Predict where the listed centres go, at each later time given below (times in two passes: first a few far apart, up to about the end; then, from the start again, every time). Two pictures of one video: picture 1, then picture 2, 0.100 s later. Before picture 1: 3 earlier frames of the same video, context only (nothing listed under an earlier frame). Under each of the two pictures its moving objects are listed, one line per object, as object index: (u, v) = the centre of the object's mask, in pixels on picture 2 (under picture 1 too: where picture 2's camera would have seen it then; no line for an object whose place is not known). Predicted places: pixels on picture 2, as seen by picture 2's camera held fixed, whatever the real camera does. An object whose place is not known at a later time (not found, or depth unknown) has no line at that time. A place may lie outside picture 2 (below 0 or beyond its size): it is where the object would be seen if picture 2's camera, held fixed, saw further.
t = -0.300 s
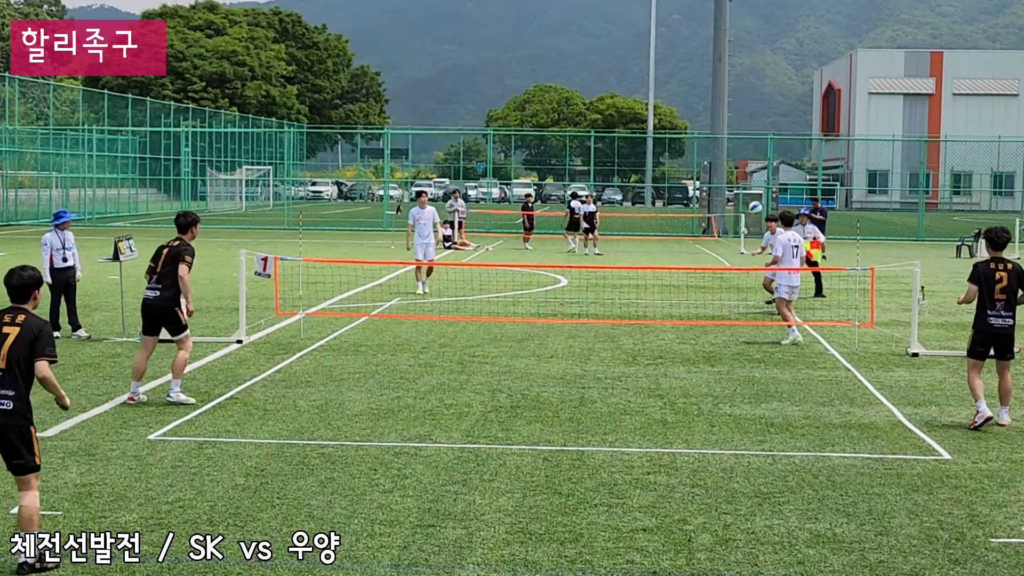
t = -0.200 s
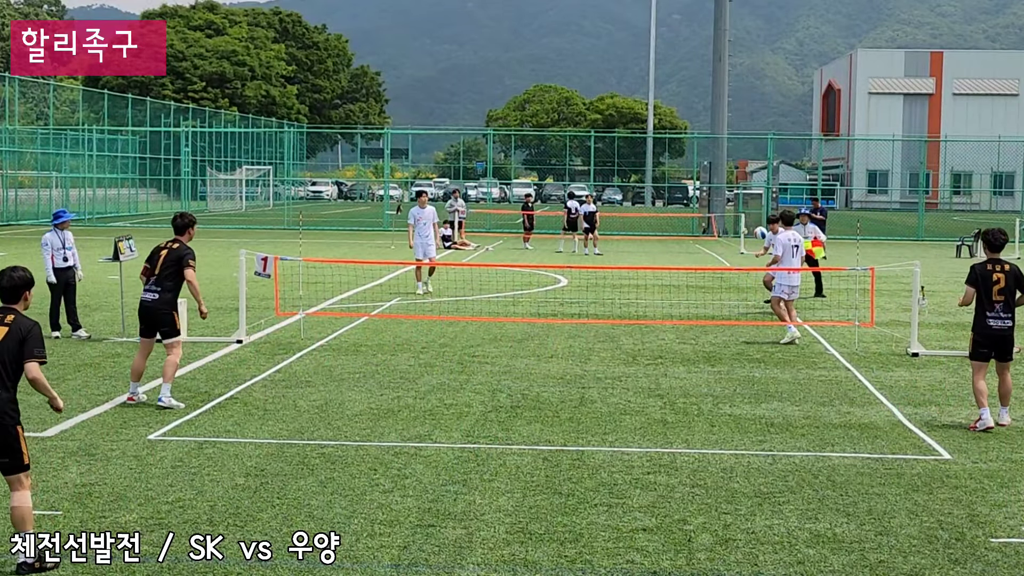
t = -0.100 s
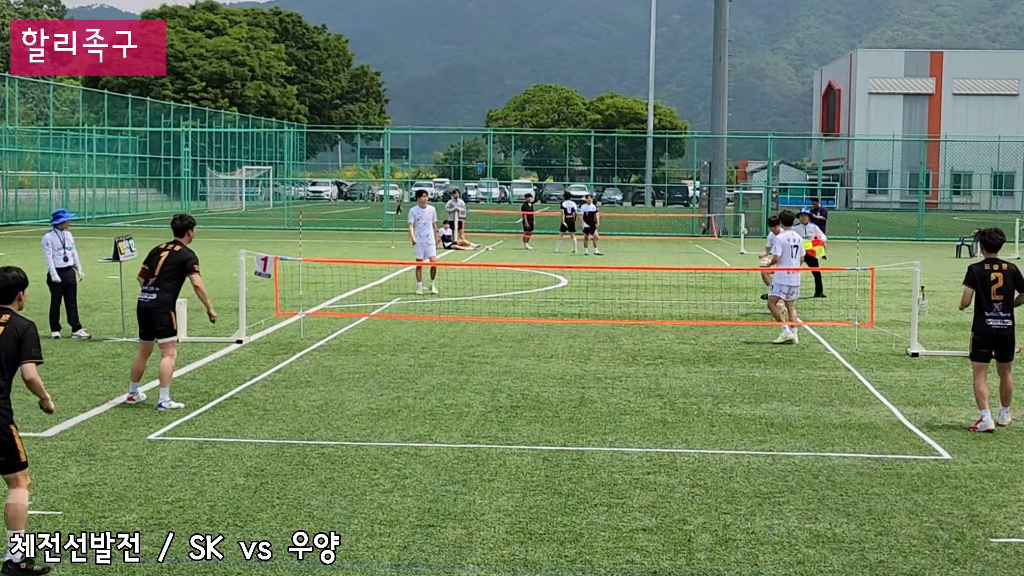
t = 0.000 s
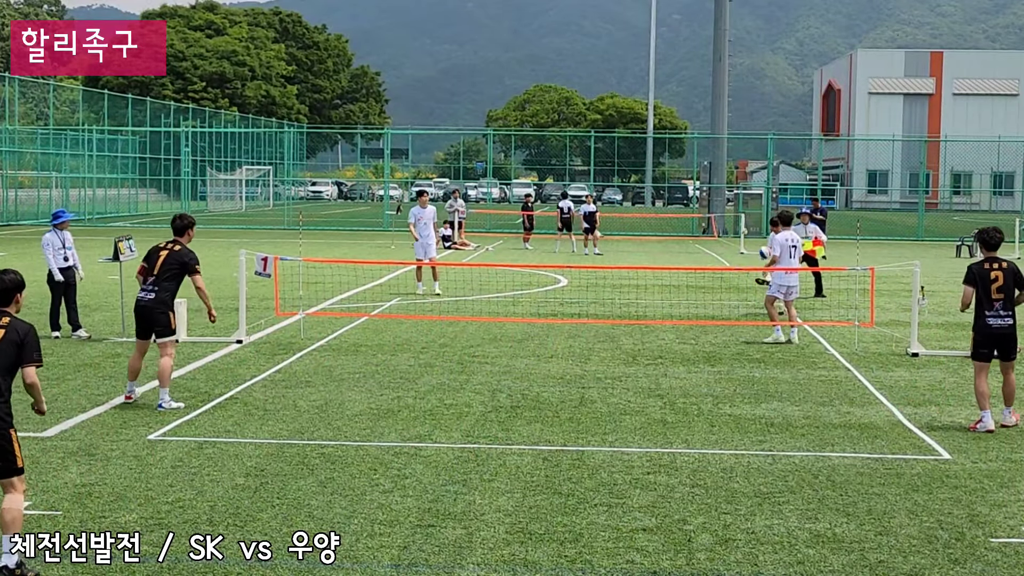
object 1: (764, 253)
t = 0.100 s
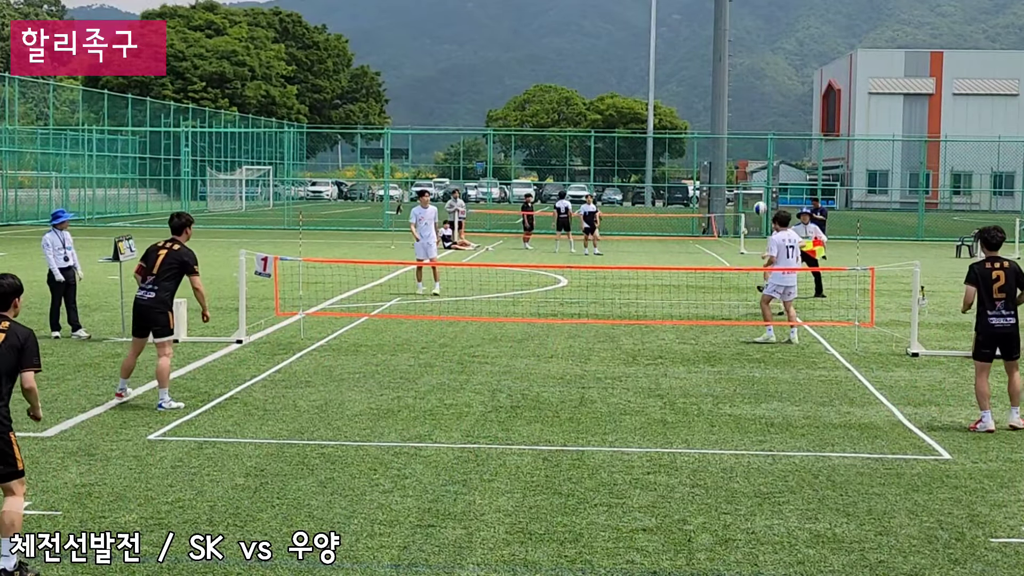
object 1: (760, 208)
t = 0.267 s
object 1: (751, 145)
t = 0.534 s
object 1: (734, 81)
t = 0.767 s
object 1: (717, 64)
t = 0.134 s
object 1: (758, 194)
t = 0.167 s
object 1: (757, 181)
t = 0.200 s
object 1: (754, 168)
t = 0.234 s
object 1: (753, 156)
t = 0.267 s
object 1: (751, 145)
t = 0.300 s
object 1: (749, 135)
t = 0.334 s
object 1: (747, 125)
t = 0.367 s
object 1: (745, 116)
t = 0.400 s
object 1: (743, 108)
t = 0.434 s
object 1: (741, 100)
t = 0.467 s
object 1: (739, 93)
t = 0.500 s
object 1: (736, 87)
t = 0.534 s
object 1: (734, 81)
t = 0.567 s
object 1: (732, 77)
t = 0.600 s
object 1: (729, 73)
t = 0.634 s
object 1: (727, 69)
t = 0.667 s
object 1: (725, 67)
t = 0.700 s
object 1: (722, 65)
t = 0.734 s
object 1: (719, 64)
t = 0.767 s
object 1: (717, 64)
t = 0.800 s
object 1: (715, 64)
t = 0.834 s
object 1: (712, 66)
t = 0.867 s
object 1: (710, 68)
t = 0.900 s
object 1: (707, 71)
